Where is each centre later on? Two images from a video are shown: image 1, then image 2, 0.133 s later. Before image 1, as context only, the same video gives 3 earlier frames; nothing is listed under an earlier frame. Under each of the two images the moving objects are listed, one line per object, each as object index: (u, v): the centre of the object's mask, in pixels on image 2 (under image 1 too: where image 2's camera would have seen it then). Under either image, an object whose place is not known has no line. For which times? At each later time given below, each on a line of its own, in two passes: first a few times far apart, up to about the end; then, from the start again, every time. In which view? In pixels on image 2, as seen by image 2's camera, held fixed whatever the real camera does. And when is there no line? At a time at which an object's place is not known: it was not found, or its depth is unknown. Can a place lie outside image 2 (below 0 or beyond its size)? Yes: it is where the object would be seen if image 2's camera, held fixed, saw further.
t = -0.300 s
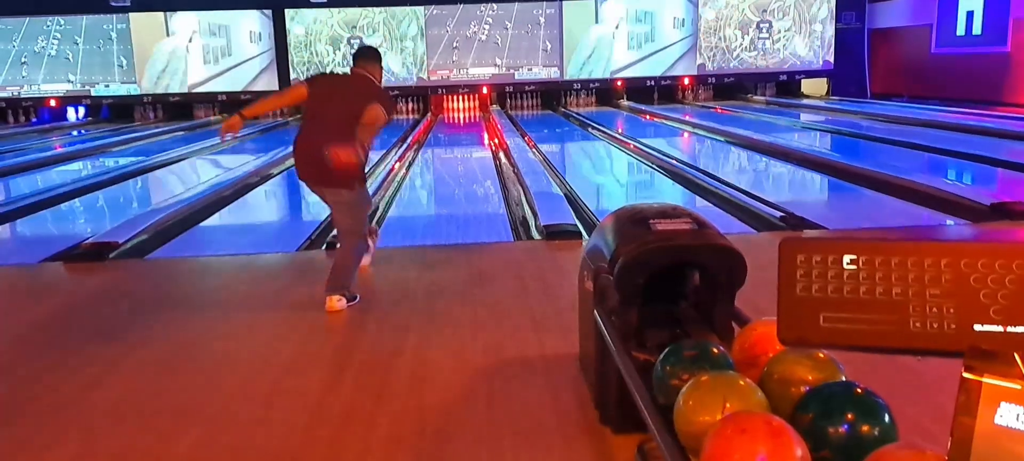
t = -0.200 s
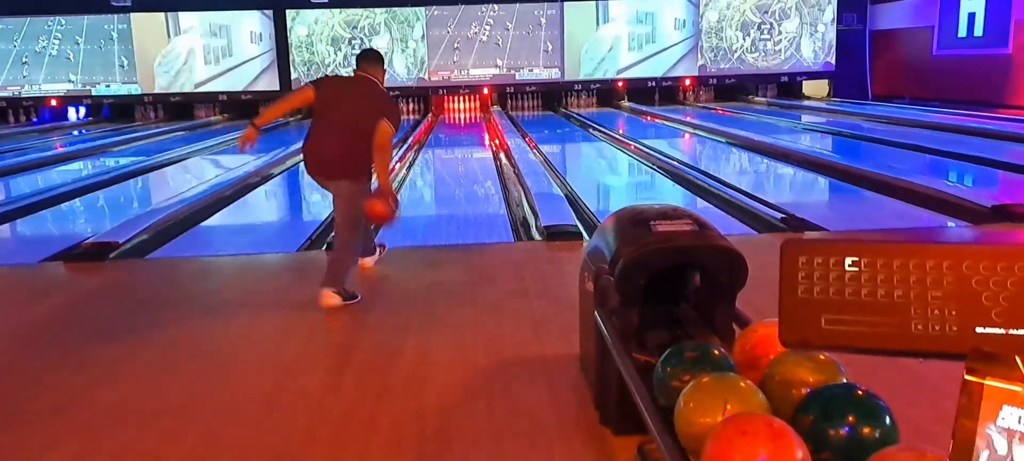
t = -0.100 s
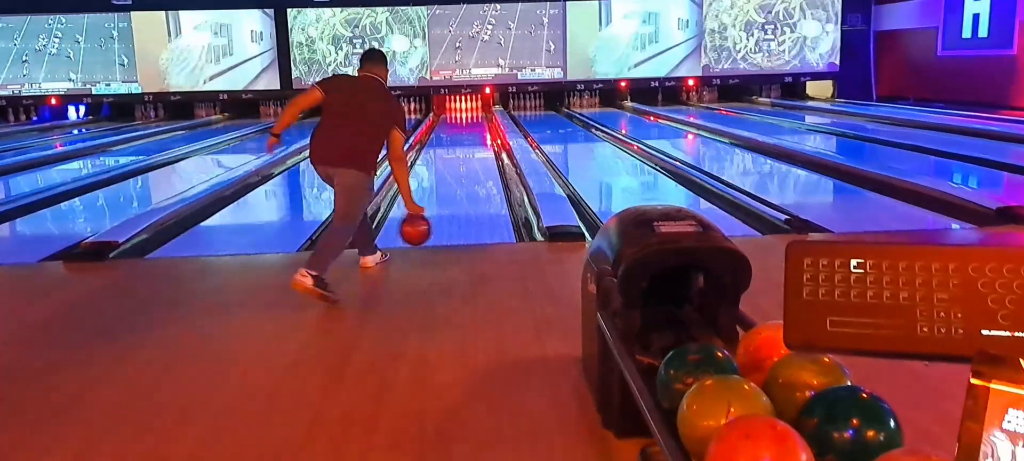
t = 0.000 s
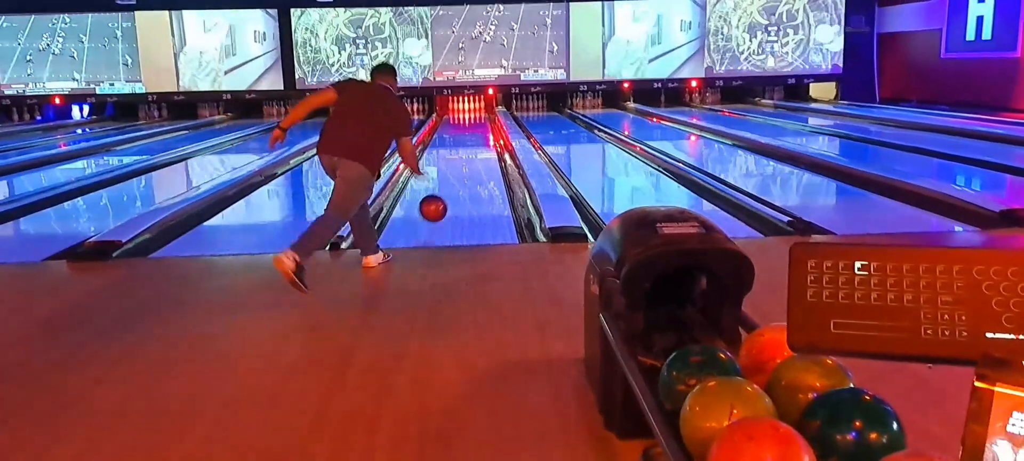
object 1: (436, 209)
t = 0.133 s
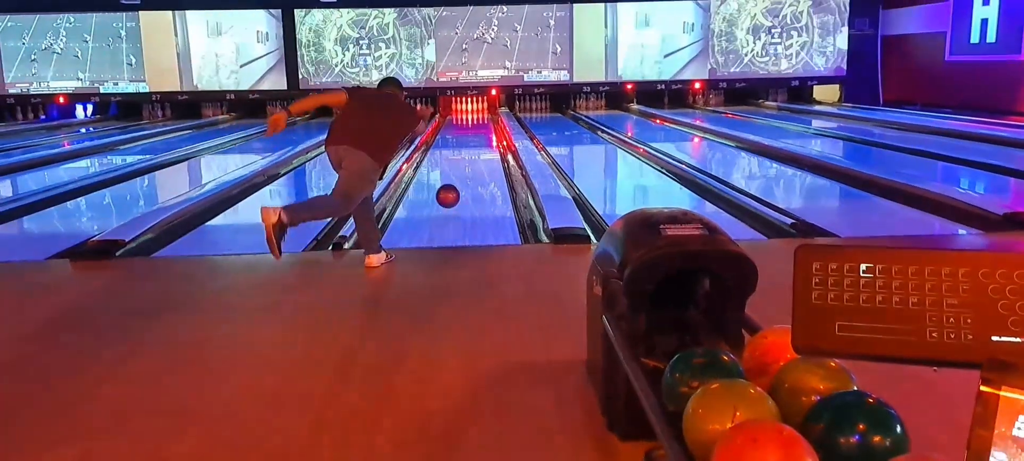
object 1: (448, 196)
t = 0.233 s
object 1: (454, 188)
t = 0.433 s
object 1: (465, 167)
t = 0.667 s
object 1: (472, 151)
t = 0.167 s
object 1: (450, 196)
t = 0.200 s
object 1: (452, 193)
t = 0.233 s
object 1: (454, 188)
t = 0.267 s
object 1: (456, 184)
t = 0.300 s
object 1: (458, 181)
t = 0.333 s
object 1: (460, 177)
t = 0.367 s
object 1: (463, 175)
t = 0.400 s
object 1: (465, 170)
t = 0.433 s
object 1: (465, 167)
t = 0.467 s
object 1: (465, 165)
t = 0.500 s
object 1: (466, 162)
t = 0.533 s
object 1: (468, 160)
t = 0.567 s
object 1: (469, 157)
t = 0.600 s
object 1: (470, 155)
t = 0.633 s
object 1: (471, 153)
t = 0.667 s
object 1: (472, 151)
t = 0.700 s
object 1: (472, 149)
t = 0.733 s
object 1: (473, 147)
